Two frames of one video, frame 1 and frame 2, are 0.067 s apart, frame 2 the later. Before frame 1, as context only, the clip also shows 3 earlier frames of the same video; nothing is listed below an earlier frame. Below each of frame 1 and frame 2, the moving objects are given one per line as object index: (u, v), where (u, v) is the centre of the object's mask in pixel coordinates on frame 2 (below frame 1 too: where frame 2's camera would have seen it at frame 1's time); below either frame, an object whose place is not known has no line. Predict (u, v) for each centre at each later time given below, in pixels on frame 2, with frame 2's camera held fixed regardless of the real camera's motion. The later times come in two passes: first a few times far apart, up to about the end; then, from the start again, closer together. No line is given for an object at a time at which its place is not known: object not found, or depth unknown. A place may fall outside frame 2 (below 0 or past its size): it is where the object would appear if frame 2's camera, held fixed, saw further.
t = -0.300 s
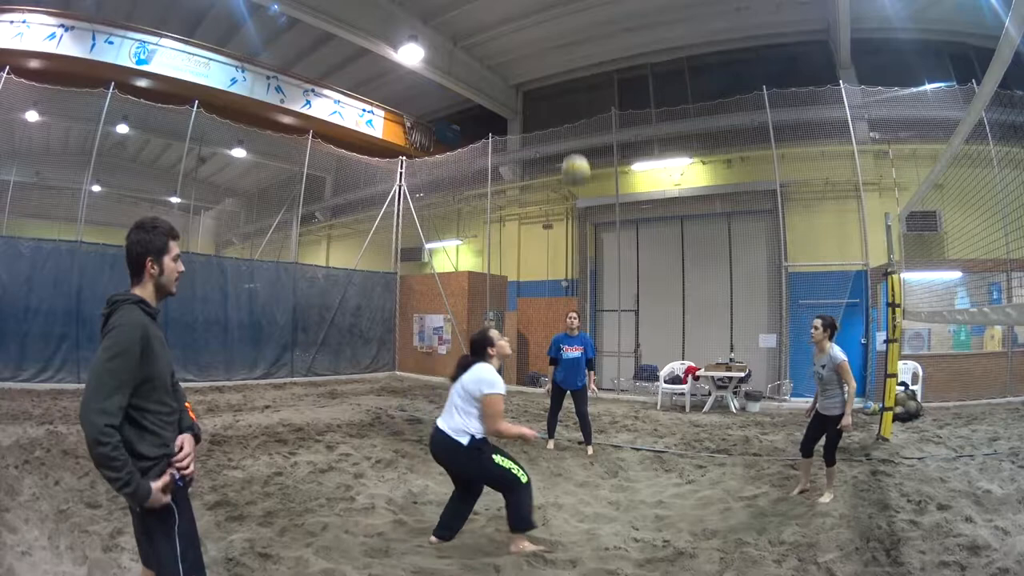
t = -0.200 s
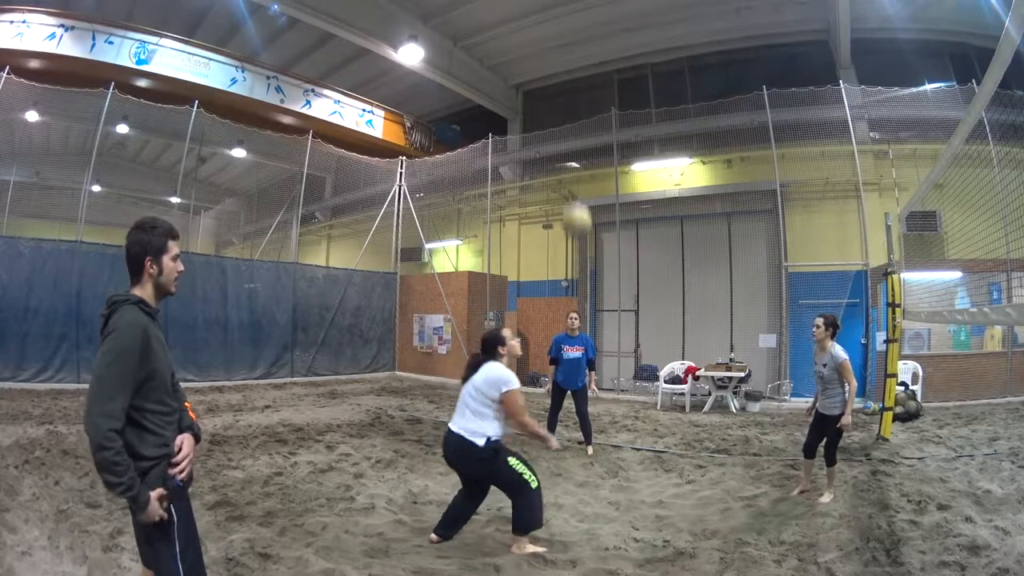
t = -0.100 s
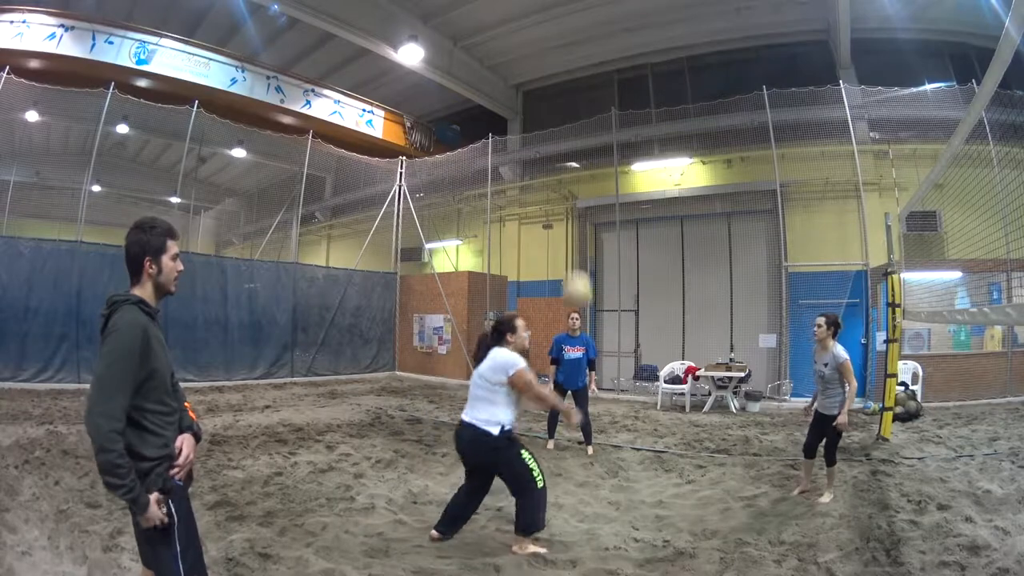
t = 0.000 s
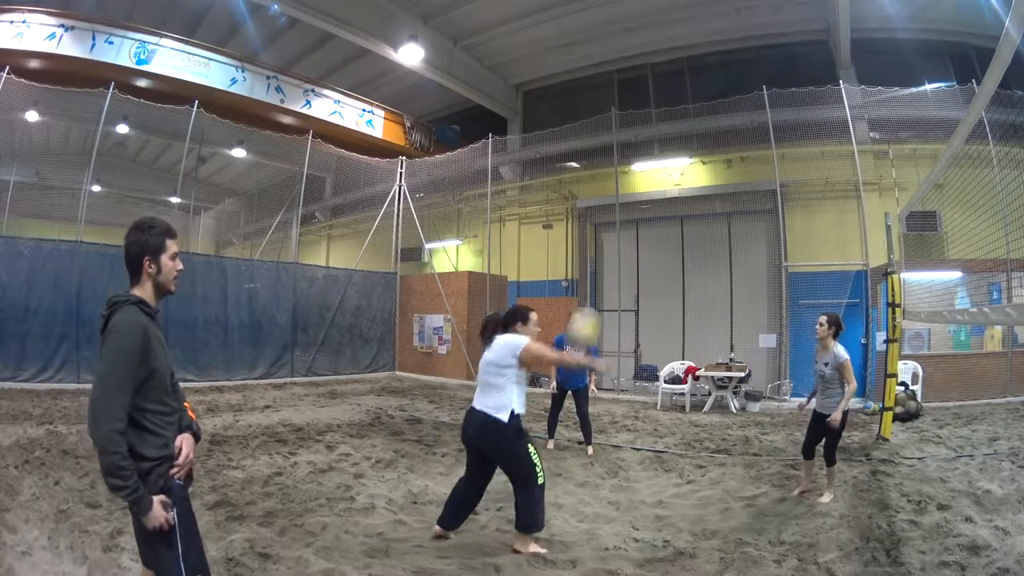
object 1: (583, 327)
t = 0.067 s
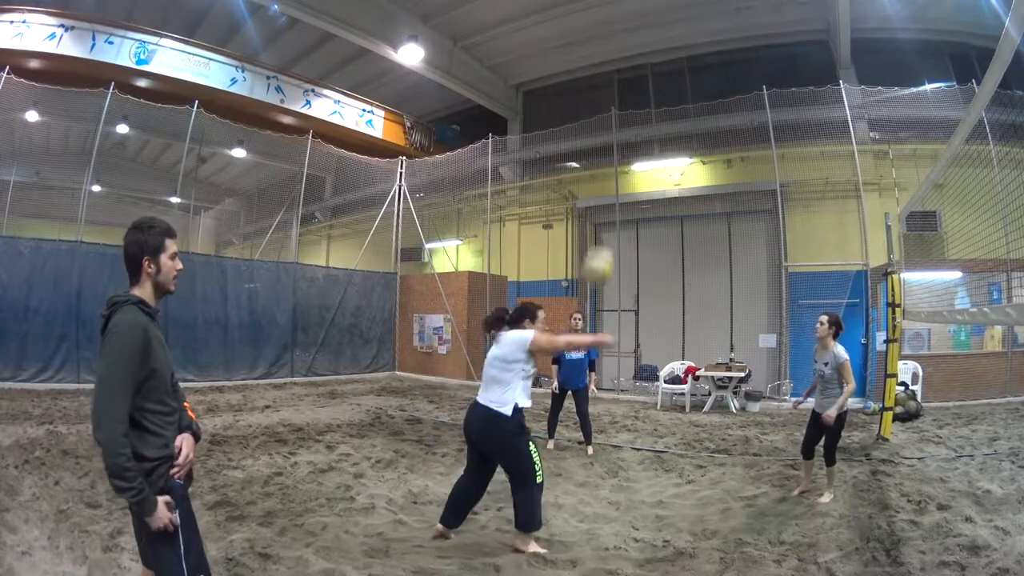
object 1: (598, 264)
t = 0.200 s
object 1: (625, 164)
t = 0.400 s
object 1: (656, 82)
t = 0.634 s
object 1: (692, 47)
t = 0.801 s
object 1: (721, 59)
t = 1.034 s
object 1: (767, 123)
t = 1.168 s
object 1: (794, 194)
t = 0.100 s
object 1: (605, 236)
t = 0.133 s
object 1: (613, 211)
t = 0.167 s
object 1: (617, 184)
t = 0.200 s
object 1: (625, 164)
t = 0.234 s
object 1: (630, 146)
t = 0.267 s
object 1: (636, 129)
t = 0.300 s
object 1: (641, 113)
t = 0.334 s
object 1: (646, 102)
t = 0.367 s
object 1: (651, 89)
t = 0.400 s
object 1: (656, 82)
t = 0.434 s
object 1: (661, 71)
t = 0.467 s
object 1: (666, 64)
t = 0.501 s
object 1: (672, 58)
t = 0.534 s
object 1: (676, 53)
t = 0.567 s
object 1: (681, 50)
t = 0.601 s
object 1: (687, 48)
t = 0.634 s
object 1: (692, 47)
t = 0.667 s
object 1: (697, 47)
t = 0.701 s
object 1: (703, 48)
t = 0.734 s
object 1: (709, 50)
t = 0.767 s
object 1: (714, 54)
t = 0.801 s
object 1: (721, 59)
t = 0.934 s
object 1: (746, 88)
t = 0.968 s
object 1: (752, 98)
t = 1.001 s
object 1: (759, 109)
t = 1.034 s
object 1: (767, 123)
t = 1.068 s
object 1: (772, 137)
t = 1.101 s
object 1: (780, 156)
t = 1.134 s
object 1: (788, 174)
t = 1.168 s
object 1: (794, 194)
